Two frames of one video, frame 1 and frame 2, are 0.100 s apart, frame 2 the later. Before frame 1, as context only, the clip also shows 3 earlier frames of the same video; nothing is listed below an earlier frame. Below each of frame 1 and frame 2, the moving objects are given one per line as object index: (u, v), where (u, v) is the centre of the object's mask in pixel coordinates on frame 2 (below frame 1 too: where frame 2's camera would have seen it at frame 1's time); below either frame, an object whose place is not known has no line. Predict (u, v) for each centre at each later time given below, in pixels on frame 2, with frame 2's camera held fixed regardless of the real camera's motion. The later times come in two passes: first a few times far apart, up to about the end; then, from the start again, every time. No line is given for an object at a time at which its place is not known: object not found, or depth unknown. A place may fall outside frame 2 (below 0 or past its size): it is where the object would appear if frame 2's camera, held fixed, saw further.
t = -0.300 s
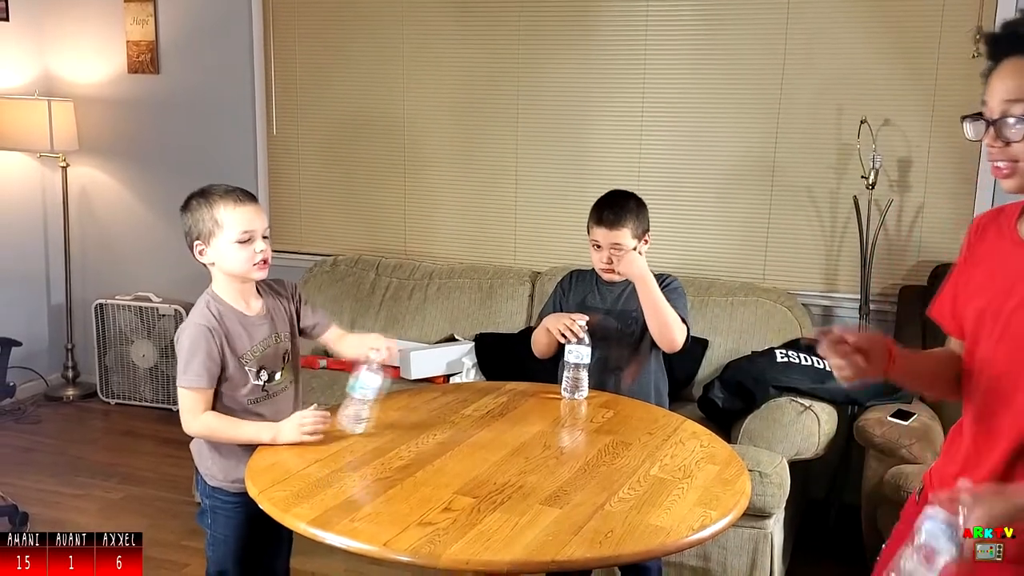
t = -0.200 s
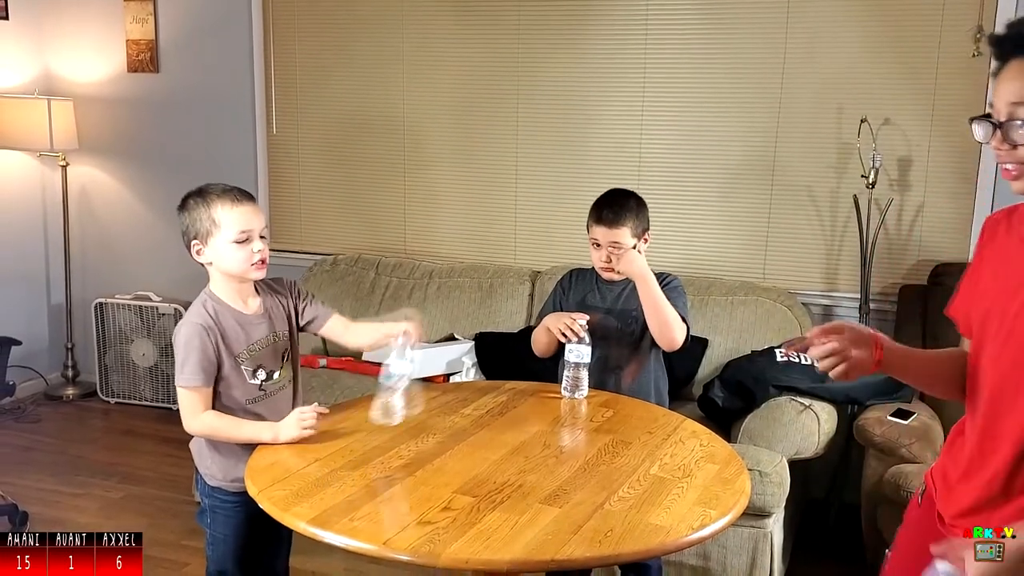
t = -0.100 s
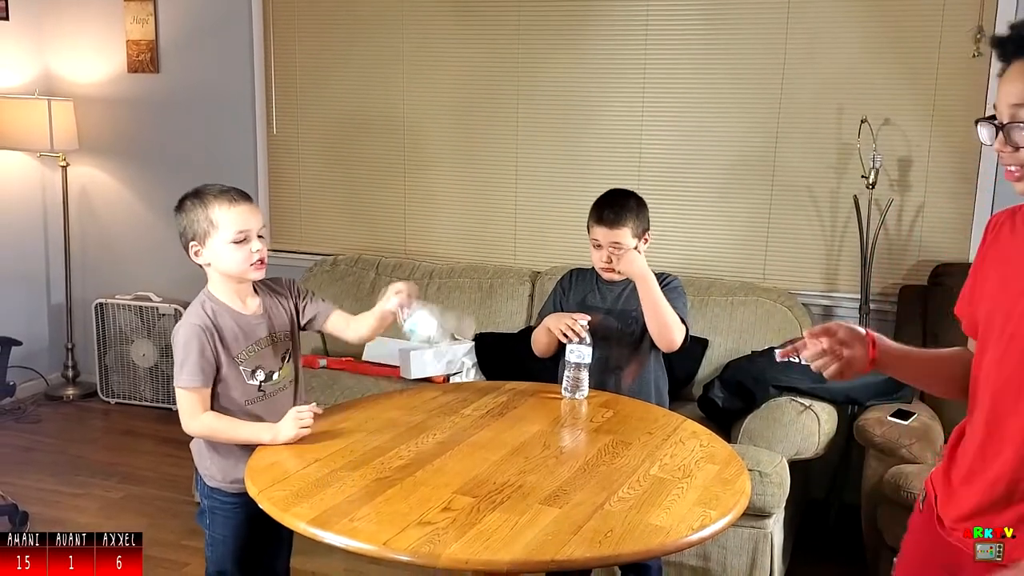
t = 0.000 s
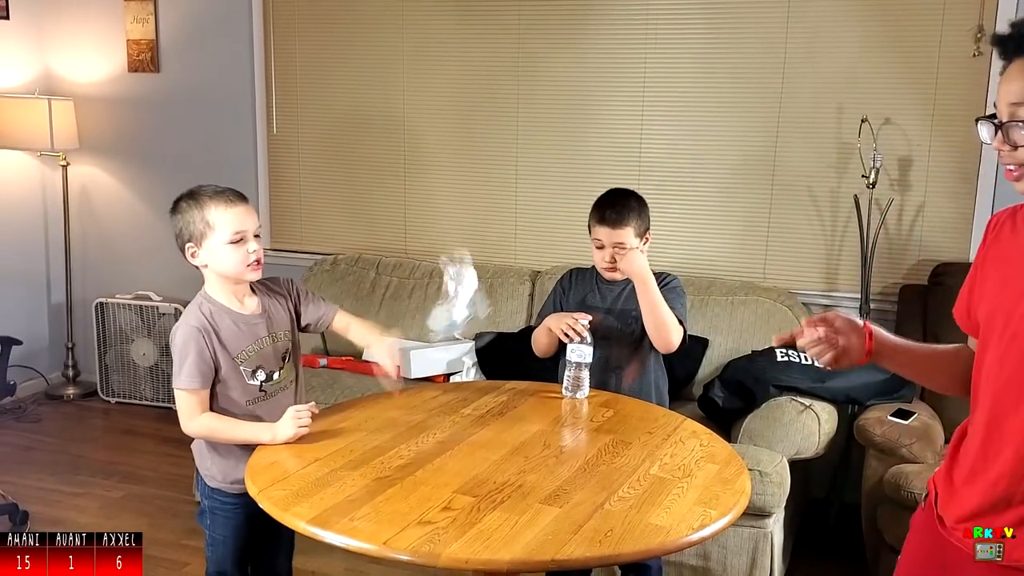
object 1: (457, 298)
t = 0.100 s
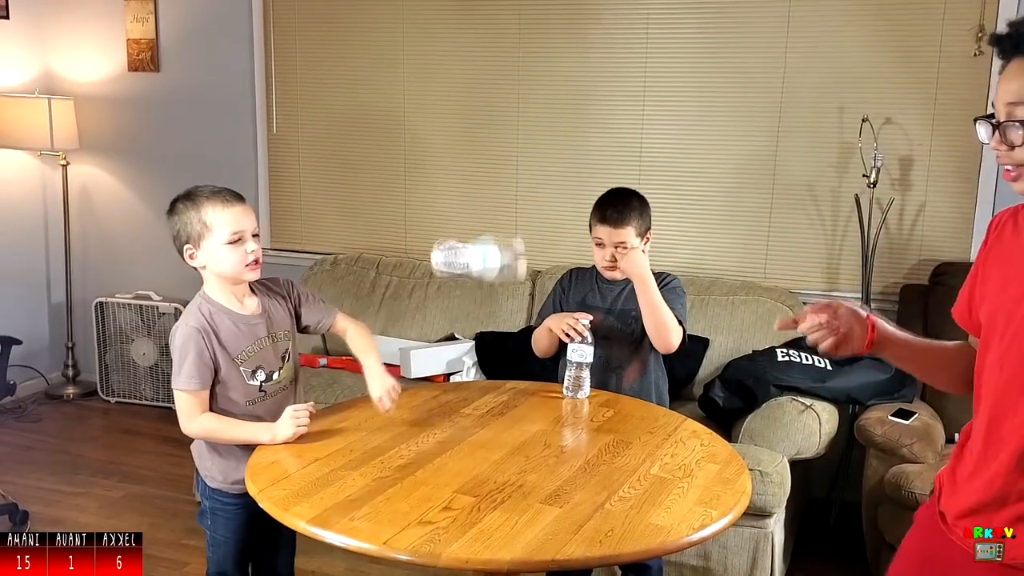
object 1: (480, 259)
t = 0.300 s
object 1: (468, 332)
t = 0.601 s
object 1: (453, 411)
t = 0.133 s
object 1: (472, 256)
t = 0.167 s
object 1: (468, 264)
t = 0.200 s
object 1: (466, 277)
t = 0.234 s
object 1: (465, 293)
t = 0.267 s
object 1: (467, 307)
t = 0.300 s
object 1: (468, 332)
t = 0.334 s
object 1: (462, 379)
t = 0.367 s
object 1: (459, 407)
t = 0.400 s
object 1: (458, 408)
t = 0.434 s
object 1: (456, 407)
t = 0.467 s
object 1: (454, 410)
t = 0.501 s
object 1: (453, 411)
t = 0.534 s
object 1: (453, 411)
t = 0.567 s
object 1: (452, 411)
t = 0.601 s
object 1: (453, 411)
